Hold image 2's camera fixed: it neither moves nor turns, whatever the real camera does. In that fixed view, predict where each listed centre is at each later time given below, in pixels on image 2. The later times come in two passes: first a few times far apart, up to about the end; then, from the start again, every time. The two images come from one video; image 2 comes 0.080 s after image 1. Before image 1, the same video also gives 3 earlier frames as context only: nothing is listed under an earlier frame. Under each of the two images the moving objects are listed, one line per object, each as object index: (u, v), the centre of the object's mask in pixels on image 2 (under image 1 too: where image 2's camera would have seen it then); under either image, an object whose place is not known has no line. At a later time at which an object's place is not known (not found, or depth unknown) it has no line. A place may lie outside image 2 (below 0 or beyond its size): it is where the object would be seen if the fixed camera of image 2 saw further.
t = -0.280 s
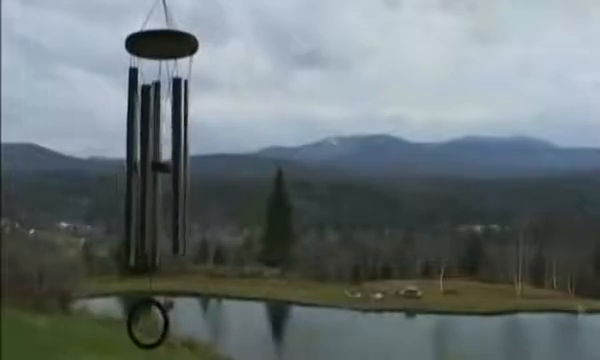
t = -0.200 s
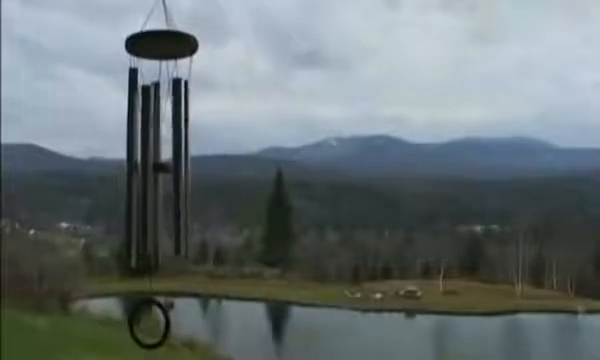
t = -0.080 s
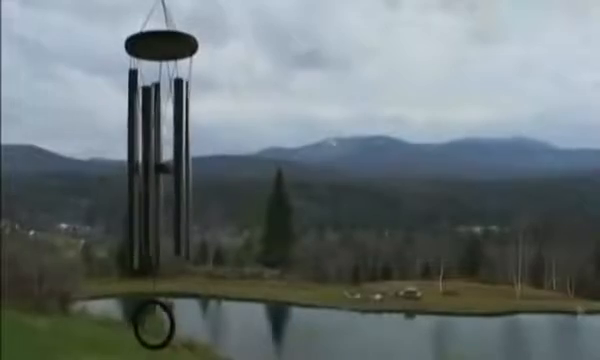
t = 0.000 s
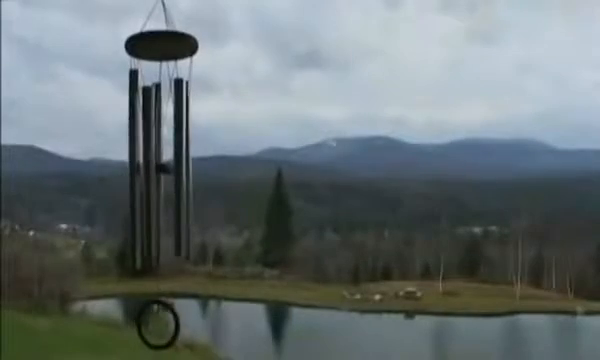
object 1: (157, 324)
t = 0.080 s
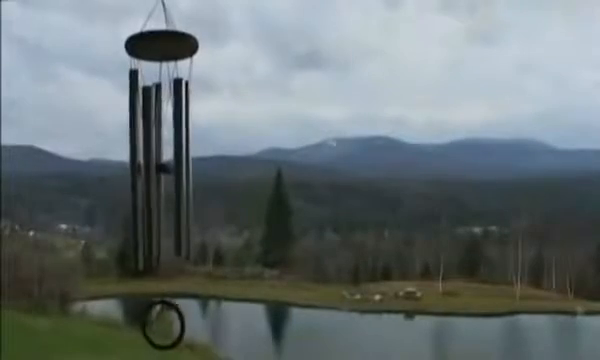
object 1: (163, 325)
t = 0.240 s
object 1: (171, 325)
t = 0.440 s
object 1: (171, 326)
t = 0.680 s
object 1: (158, 327)
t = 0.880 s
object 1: (149, 325)
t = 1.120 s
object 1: (151, 322)
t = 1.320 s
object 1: (160, 323)
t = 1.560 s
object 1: (171, 326)
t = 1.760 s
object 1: (171, 327)
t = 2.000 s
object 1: (161, 326)
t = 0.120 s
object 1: (165, 325)
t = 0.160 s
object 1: (168, 325)
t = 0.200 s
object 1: (169, 325)
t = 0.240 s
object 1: (171, 325)
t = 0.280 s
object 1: (172, 325)
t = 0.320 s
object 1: (172, 325)
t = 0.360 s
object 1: (172, 325)
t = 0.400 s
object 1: (172, 325)
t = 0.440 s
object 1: (171, 326)
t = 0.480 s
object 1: (169, 326)
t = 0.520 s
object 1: (168, 326)
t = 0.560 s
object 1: (165, 327)
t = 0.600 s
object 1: (163, 327)
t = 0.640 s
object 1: (160, 327)
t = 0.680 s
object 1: (158, 327)
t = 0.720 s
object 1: (155, 326)
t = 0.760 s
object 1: (153, 326)
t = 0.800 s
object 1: (152, 326)
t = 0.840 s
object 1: (151, 325)
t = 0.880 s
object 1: (149, 325)
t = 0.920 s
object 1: (149, 324)
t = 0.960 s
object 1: (149, 324)
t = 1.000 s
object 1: (149, 323)
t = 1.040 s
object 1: (150, 323)
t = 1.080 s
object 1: (150, 323)
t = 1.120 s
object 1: (151, 322)
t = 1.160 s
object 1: (153, 322)
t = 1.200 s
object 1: (154, 322)
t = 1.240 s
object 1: (156, 322)
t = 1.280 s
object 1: (158, 323)
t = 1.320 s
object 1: (160, 323)
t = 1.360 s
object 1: (163, 324)
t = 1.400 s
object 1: (165, 324)
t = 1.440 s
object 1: (167, 325)
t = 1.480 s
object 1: (169, 325)
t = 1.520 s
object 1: (170, 326)
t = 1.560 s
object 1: (171, 326)
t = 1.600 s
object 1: (172, 326)
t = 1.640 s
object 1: (172, 326)
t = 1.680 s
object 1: (172, 326)
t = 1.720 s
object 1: (172, 326)
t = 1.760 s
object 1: (171, 327)
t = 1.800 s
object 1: (170, 327)
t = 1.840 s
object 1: (168, 327)
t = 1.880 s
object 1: (166, 327)
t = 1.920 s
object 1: (164, 327)
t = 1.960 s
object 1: (163, 326)
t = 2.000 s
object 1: (161, 326)
